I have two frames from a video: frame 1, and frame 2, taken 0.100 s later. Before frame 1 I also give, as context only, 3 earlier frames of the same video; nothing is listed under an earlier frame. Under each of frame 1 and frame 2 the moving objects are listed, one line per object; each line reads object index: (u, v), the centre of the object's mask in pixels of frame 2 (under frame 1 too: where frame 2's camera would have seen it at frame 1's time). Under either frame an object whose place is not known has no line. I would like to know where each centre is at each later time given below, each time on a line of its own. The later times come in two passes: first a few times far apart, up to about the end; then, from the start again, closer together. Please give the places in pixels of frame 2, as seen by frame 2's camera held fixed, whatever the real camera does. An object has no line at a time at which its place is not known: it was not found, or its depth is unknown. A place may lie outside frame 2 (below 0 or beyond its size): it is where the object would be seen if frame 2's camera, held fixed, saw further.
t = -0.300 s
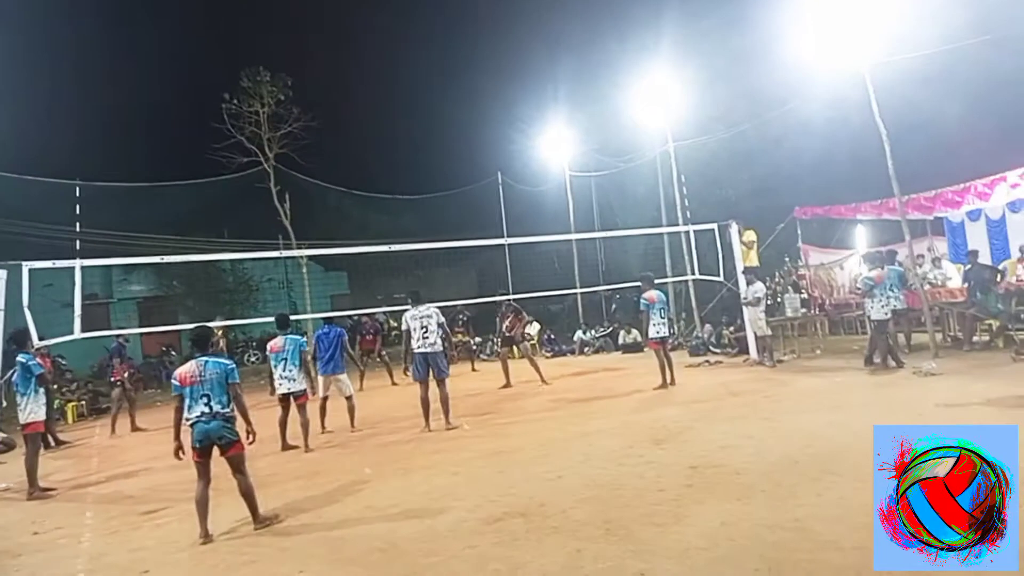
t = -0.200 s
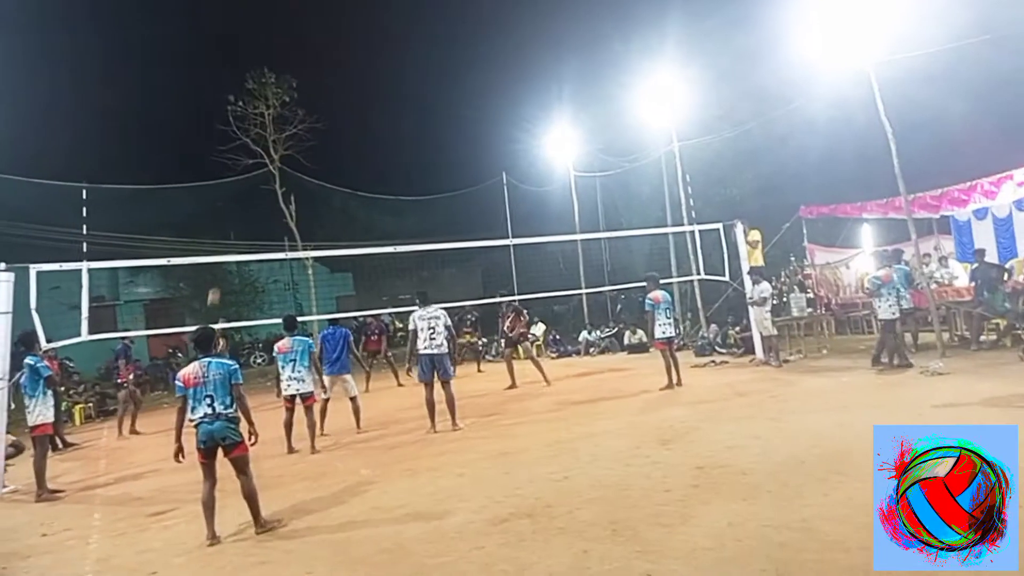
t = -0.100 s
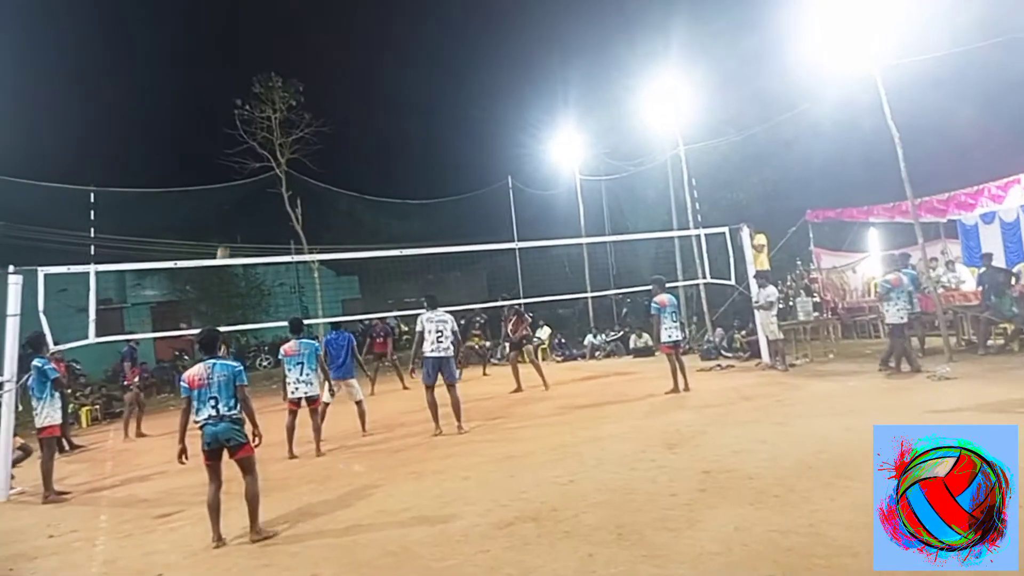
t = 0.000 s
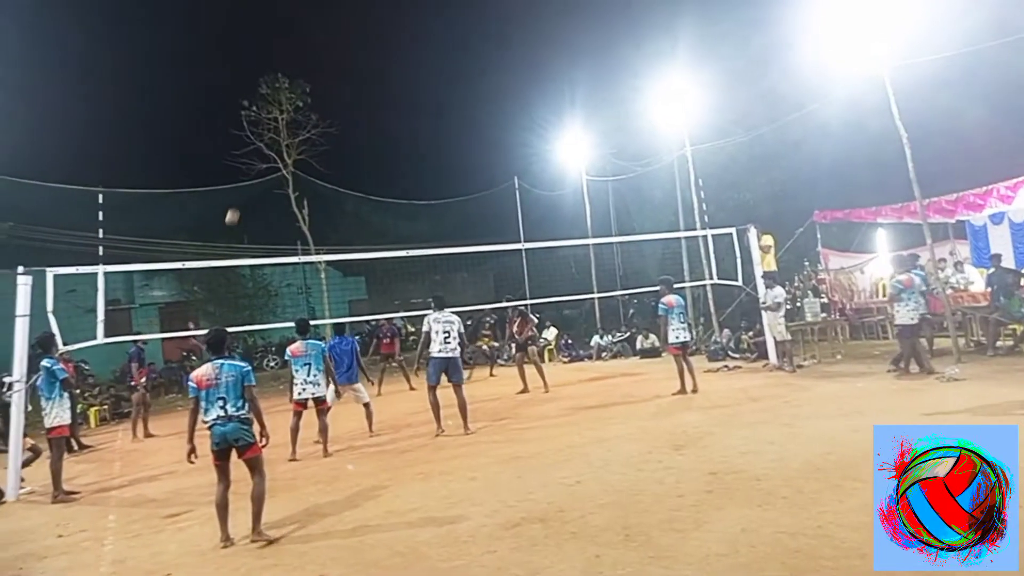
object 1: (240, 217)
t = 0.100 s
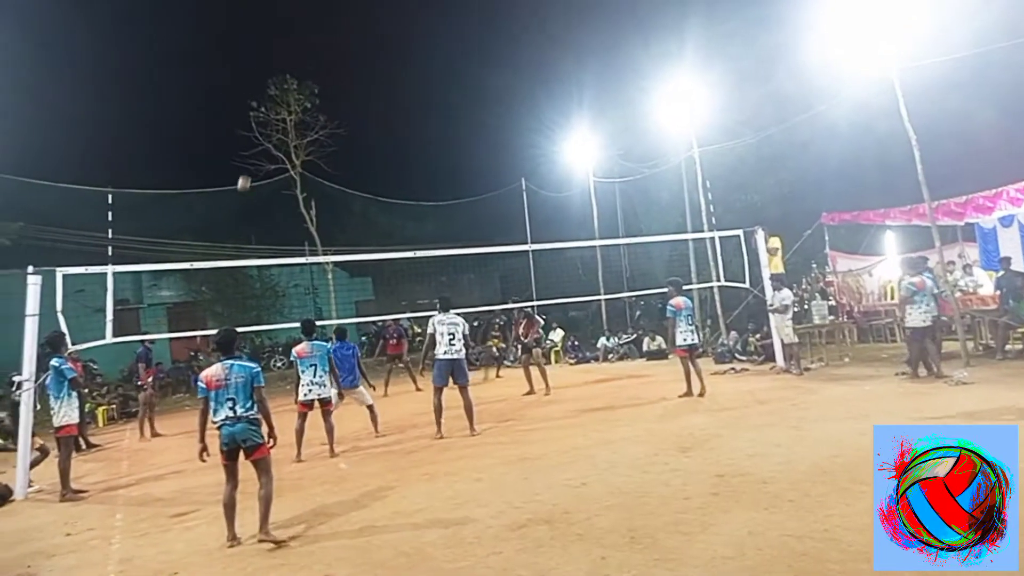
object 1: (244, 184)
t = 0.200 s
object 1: (247, 154)
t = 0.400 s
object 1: (255, 111)
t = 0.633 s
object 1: (269, 85)
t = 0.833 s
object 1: (279, 85)
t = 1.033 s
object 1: (293, 101)
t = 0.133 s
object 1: (245, 173)
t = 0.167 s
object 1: (246, 162)
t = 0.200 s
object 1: (247, 154)
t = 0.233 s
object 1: (248, 145)
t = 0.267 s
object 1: (249, 138)
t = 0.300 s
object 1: (251, 130)
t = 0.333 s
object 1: (252, 122)
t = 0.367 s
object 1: (254, 115)
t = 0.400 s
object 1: (255, 111)
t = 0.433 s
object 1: (257, 106)
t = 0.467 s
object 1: (258, 101)
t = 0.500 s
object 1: (261, 97)
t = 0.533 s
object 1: (263, 93)
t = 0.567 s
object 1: (265, 90)
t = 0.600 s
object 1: (268, 87)
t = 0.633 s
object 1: (269, 85)
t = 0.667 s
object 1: (271, 83)
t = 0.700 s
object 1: (273, 83)
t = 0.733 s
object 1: (275, 82)
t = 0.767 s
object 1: (277, 83)
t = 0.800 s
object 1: (278, 84)
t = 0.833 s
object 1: (279, 85)
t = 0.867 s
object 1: (282, 85)
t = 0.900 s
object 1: (282, 86)
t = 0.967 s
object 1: (288, 93)
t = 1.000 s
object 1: (290, 98)
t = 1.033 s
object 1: (293, 101)
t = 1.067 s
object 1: (295, 109)
